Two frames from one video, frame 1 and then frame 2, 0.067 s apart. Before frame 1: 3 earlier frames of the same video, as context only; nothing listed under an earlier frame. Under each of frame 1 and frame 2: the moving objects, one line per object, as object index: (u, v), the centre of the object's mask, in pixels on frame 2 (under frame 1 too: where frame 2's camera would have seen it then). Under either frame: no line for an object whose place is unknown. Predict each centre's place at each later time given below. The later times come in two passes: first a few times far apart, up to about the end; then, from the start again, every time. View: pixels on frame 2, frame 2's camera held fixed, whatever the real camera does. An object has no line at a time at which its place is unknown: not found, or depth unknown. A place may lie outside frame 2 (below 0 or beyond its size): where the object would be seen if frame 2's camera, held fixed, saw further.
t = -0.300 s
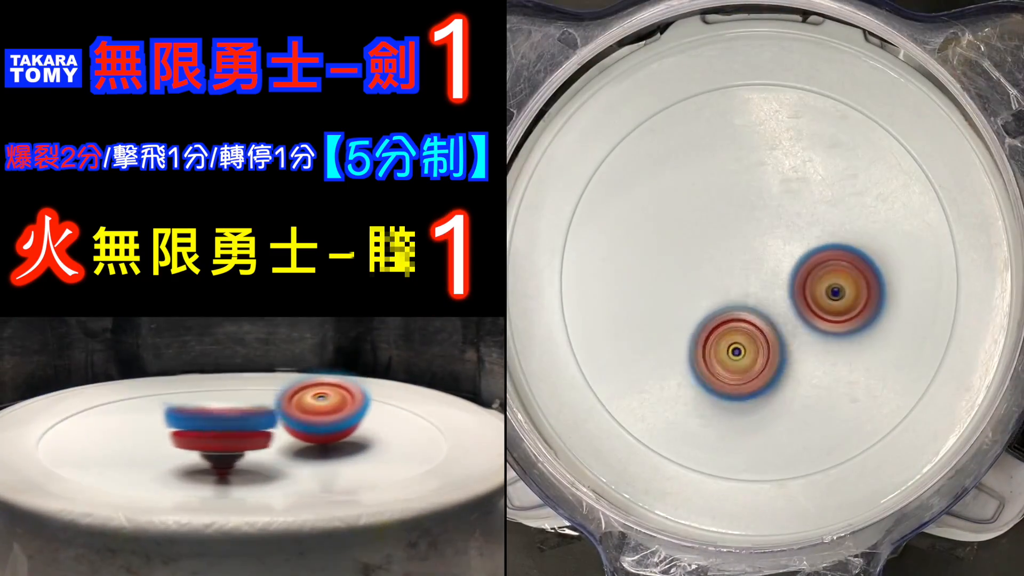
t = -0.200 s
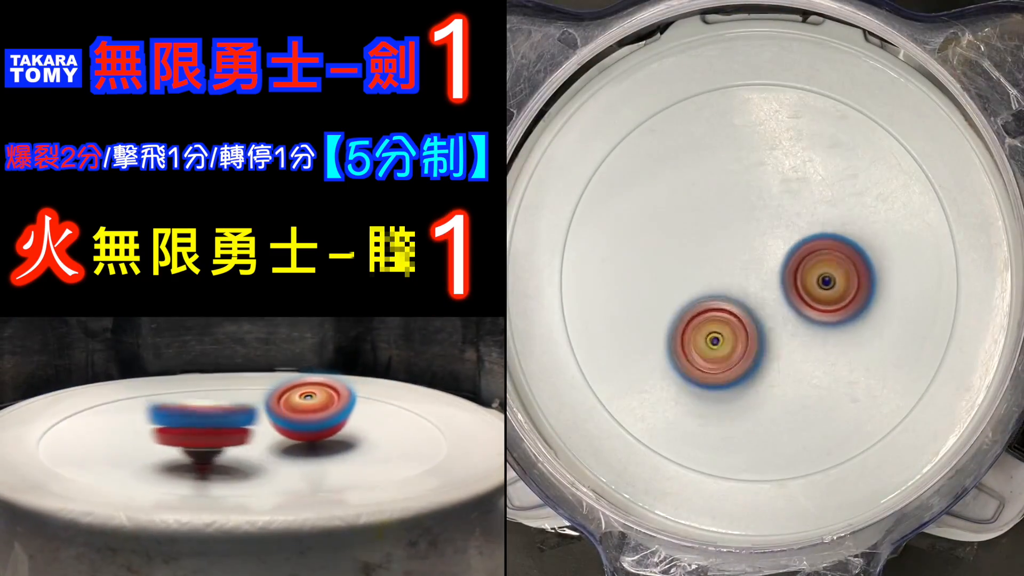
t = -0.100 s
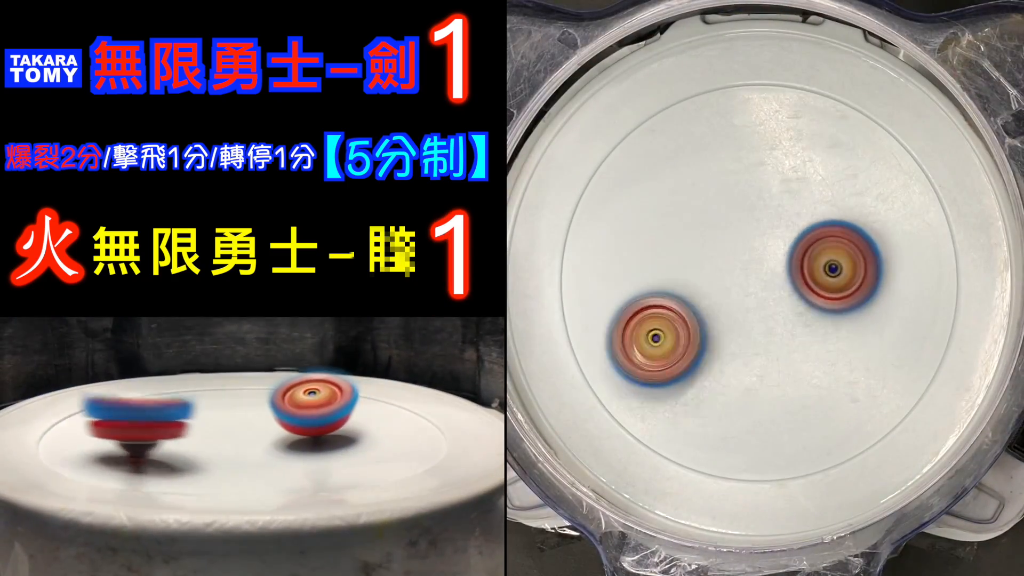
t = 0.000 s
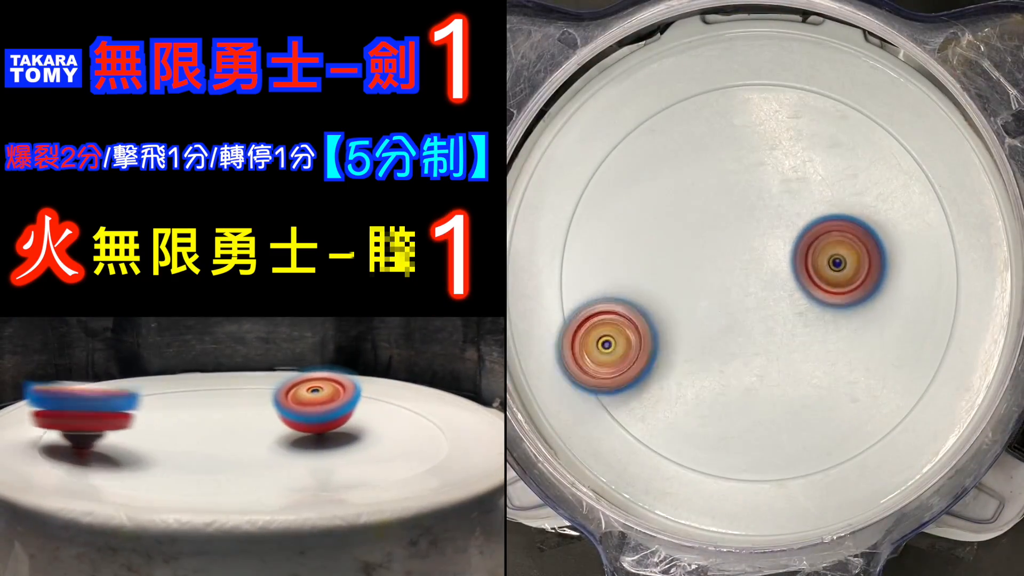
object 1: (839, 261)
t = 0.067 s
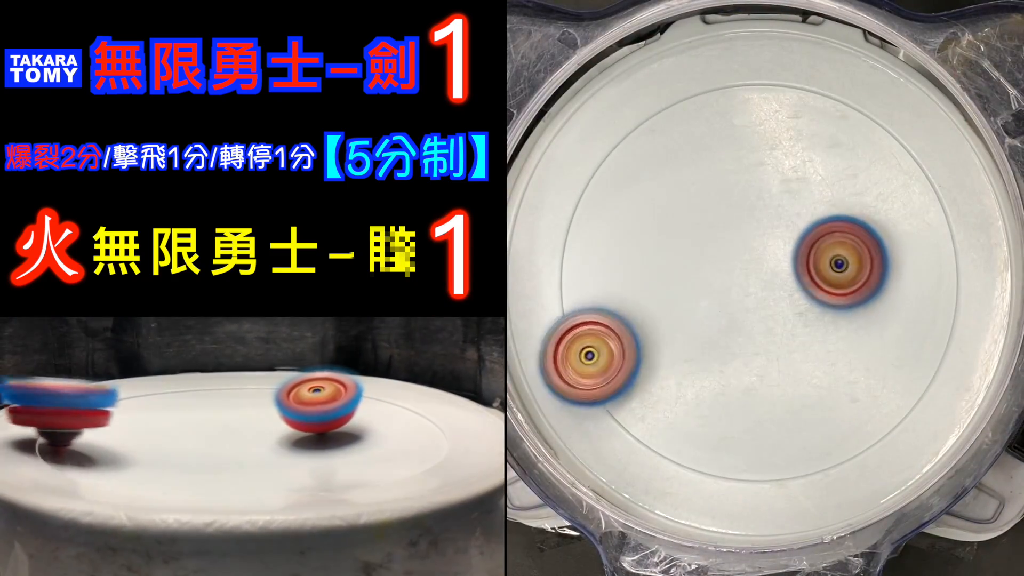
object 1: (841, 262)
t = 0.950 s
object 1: (815, 202)
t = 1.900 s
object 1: (833, 253)
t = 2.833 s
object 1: (716, 80)
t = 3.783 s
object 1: (568, 338)
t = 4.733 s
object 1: (821, 232)
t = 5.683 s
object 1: (885, 413)
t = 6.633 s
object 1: (618, 458)
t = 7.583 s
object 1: (559, 334)
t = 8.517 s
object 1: (707, 192)
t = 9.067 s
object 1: (896, 201)
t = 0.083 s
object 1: (841, 263)
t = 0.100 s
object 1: (841, 264)
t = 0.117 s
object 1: (841, 266)
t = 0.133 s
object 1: (841, 267)
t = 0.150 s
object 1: (841, 269)
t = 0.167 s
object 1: (842, 271)
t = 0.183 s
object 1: (842, 273)
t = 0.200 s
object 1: (842, 276)
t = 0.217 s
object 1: (842, 278)
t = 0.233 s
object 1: (842, 281)
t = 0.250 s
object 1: (842, 284)
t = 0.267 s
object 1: (842, 287)
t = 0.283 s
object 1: (842, 290)
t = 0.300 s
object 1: (841, 293)
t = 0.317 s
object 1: (841, 296)
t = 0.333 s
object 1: (840, 299)
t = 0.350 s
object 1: (840, 301)
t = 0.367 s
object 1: (839, 304)
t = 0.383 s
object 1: (838, 307)
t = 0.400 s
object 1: (837, 309)
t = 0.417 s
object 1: (836, 311)
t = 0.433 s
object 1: (839, 310)
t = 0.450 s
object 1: (851, 301)
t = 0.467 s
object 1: (862, 292)
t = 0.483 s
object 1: (874, 282)
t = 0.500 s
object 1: (885, 273)
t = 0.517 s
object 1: (897, 263)
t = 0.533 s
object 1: (908, 254)
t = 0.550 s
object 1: (919, 244)
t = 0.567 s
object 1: (929, 234)
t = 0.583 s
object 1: (938, 224)
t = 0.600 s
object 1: (941, 215)
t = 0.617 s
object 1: (941, 206)
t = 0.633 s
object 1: (939, 199)
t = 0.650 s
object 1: (938, 192)
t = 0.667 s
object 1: (936, 186)
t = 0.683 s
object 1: (934, 180)
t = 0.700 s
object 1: (931, 175)
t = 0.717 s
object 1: (928, 171)
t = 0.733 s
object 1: (925, 167)
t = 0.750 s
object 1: (922, 165)
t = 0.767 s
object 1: (918, 163)
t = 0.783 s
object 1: (913, 161)
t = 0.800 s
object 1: (905, 161)
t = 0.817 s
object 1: (897, 161)
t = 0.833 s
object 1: (889, 161)
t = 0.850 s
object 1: (879, 163)
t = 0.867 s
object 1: (868, 166)
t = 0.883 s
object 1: (859, 170)
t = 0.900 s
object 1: (848, 176)
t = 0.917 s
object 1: (837, 183)
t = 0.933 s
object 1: (826, 192)
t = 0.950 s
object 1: (815, 202)
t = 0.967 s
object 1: (804, 213)
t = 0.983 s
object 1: (793, 226)
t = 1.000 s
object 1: (782, 240)
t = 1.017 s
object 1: (772, 254)
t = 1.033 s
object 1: (762, 268)
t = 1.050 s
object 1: (753, 283)
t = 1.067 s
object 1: (745, 298)
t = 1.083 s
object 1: (737, 313)
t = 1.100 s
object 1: (730, 329)
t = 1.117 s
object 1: (723, 344)
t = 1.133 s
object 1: (717, 359)
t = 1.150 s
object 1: (711, 374)
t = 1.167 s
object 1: (707, 389)
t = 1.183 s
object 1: (703, 403)
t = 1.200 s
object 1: (699, 417)
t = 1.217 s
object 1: (697, 429)
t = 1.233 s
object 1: (695, 441)
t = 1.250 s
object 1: (694, 452)
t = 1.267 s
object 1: (694, 461)
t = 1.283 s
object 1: (694, 470)
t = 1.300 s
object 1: (695, 477)
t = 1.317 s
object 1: (698, 481)
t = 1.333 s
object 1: (702, 480)
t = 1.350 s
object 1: (707, 476)
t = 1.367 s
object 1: (713, 470)
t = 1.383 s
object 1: (719, 463)
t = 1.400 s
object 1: (725, 456)
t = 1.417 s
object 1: (731, 451)
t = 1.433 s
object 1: (736, 446)
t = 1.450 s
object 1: (741, 441)
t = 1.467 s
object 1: (747, 435)
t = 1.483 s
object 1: (753, 427)
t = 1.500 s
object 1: (759, 419)
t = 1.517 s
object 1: (766, 410)
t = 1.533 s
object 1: (773, 400)
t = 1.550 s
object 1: (780, 390)
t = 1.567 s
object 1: (786, 379)
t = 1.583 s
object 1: (793, 367)
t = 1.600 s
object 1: (799, 356)
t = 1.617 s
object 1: (806, 345)
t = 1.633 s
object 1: (812, 334)
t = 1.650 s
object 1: (818, 323)
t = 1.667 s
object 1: (824, 312)
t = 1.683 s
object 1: (830, 302)
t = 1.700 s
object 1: (835, 292)
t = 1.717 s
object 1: (840, 283)
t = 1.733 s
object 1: (844, 274)
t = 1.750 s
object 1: (847, 267)
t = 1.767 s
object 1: (849, 260)
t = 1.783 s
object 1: (851, 255)
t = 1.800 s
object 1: (852, 251)
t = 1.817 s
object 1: (851, 248)
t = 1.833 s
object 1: (850, 246)
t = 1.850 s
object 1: (847, 246)
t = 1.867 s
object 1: (843, 247)
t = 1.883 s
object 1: (838, 249)
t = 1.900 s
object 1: (833, 253)
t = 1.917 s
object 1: (827, 257)
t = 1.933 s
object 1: (820, 263)
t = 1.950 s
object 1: (813, 270)
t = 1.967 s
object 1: (806, 278)
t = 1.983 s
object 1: (798, 287)
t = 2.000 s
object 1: (790, 297)
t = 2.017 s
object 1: (783, 306)
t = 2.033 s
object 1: (776, 316)
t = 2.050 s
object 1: (768, 326)
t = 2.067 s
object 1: (761, 337)
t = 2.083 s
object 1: (754, 347)
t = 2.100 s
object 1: (747, 357)
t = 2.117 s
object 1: (741, 368)
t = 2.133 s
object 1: (736, 377)
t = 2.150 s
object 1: (731, 386)
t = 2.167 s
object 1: (726, 394)
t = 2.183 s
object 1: (722, 402)
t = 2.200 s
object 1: (718, 410)
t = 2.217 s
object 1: (717, 417)
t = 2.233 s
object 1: (736, 432)
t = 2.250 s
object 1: (755, 449)
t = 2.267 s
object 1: (776, 466)
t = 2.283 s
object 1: (799, 482)
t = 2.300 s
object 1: (818, 492)
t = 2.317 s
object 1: (836, 498)
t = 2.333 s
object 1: (844, 494)
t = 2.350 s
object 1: (847, 483)
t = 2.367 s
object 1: (849, 469)
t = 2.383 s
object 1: (848, 449)
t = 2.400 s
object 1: (847, 428)
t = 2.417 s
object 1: (845, 407)
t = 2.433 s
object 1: (843, 387)
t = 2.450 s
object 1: (840, 366)
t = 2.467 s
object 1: (836, 348)
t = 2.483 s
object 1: (832, 329)
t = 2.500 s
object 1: (827, 312)
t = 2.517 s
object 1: (821, 294)
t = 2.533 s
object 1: (814, 276)
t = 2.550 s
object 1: (806, 260)
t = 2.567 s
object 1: (798, 245)
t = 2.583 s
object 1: (789, 229)
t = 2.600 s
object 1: (788, 210)
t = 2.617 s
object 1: (786, 191)
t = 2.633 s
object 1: (784, 173)
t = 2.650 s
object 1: (782, 155)
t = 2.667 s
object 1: (777, 140)
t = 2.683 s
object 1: (773, 126)
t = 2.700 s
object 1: (768, 112)
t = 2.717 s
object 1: (764, 101)
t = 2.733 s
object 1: (758, 91)
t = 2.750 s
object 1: (751, 82)
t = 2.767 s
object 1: (745, 76)
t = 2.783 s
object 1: (738, 71)
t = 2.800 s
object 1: (731, 70)
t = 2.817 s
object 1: (723, 74)
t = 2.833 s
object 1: (716, 80)
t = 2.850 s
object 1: (709, 87)
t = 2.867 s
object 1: (701, 97)
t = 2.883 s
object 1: (694, 107)
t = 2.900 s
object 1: (685, 119)
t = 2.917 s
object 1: (677, 132)
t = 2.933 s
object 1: (669, 147)
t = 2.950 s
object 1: (662, 162)
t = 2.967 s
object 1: (666, 172)
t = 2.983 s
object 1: (680, 177)
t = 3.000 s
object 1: (695, 183)
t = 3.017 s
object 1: (709, 189)
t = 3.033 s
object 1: (723, 197)
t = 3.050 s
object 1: (737, 204)
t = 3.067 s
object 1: (750, 213)
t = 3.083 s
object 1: (763, 222)
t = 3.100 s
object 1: (775, 231)
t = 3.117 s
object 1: (787, 240)
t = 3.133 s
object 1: (796, 250)
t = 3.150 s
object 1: (806, 258)
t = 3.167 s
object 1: (814, 267)
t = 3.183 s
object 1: (822, 275)
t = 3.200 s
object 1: (829, 283)
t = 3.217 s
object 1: (834, 290)
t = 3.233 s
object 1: (839, 297)
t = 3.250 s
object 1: (842, 303)
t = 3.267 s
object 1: (845, 307)
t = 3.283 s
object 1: (847, 312)
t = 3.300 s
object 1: (848, 314)
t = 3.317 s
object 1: (849, 316)
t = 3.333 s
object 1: (847, 317)
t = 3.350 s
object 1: (847, 316)
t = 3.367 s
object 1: (844, 316)
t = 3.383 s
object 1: (842, 313)
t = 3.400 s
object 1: (838, 310)
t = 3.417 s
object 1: (833, 306)
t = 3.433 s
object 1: (829, 301)
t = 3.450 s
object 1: (822, 295)
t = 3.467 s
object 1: (816, 288)
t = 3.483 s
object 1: (808, 281)
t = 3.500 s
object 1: (799, 273)
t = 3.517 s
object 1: (789, 267)
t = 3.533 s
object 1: (778, 259)
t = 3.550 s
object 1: (766, 252)
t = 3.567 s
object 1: (753, 246)
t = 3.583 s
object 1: (740, 240)
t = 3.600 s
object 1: (727, 237)
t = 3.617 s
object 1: (707, 235)
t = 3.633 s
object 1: (674, 239)
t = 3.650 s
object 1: (640, 246)
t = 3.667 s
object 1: (608, 253)
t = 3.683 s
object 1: (579, 263)
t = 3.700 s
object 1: (551, 273)
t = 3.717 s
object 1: (540, 283)
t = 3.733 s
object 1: (539, 297)
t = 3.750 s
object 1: (545, 311)
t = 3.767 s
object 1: (553, 324)
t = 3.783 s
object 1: (568, 338)
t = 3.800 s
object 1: (583, 352)
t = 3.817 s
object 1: (598, 363)
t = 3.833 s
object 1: (615, 377)
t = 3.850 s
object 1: (633, 390)
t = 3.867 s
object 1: (650, 402)
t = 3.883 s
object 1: (670, 414)
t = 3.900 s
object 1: (691, 427)
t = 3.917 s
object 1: (713, 439)
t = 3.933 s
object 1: (736, 448)
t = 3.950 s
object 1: (761, 455)
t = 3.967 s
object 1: (787, 459)
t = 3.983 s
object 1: (813, 462)
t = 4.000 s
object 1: (838, 461)
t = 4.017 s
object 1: (861, 449)
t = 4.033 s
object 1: (884, 435)
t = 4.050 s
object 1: (904, 421)
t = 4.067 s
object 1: (927, 408)
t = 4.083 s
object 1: (945, 394)
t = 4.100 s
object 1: (959, 375)
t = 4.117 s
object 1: (966, 354)
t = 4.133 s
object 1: (969, 330)
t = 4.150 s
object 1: (977, 308)
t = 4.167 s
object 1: (981, 289)
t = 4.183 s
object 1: (977, 264)
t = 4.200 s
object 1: (970, 242)
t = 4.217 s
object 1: (958, 220)
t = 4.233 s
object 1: (942, 196)
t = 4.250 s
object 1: (926, 174)
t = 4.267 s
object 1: (908, 154)
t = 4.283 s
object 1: (893, 136)
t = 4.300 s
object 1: (876, 120)
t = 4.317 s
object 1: (859, 106)
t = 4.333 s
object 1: (836, 93)
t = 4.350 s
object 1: (811, 87)
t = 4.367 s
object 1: (786, 82)
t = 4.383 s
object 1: (758, 79)
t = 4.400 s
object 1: (735, 80)
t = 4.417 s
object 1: (715, 85)
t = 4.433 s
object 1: (696, 91)
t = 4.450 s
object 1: (676, 100)
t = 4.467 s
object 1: (655, 111)
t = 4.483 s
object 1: (635, 123)
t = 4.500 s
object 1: (616, 140)
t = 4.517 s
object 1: (601, 160)
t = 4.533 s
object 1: (606, 171)
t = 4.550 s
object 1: (627, 173)
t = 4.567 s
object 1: (648, 177)
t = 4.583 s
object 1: (668, 182)
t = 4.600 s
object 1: (688, 188)
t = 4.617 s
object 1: (706, 194)
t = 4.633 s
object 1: (724, 201)
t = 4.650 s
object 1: (741, 208)
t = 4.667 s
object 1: (759, 214)
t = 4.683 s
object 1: (775, 219)
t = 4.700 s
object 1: (791, 224)
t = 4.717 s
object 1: (806, 228)
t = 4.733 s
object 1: (821, 232)
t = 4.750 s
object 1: (835, 235)
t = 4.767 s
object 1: (848, 237)
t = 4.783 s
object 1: (861, 239)
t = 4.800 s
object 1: (872, 241)
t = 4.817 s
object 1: (883, 242)
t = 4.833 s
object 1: (893, 243)
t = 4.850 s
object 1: (902, 244)
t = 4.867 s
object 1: (910, 244)
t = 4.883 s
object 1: (916, 243)
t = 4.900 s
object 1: (922, 242)
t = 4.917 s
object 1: (927, 240)
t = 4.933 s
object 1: (930, 238)
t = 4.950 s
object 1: (932, 236)
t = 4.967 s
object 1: (934, 233)
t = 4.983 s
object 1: (934, 230)
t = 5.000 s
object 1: (934, 226)
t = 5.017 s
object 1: (932, 222)
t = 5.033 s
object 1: (929, 218)
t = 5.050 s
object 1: (925, 214)
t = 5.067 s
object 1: (921, 209)
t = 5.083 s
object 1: (916, 205)
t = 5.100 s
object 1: (911, 200)
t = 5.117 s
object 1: (905, 196)
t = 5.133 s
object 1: (898, 191)
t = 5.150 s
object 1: (890, 185)
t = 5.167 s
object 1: (883, 180)
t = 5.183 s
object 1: (875, 175)
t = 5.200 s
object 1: (867, 169)
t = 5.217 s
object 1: (858, 163)
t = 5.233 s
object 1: (848, 158)
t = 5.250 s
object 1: (838, 155)
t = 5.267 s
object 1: (826, 154)
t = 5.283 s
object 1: (814, 154)
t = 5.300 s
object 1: (802, 156)
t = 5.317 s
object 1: (789, 160)
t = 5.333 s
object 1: (777, 165)
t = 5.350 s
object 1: (765, 172)
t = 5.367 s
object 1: (753, 181)
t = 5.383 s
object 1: (742, 191)
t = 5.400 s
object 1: (733, 203)
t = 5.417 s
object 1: (729, 218)
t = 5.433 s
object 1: (733, 232)
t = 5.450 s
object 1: (738, 247)
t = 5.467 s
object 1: (743, 263)
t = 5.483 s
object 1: (750, 280)
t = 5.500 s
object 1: (759, 295)
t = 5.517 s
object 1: (767, 310)
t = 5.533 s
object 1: (777, 325)
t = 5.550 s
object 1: (788, 339)
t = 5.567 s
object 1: (799, 351)
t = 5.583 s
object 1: (810, 363)
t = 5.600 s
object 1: (821, 374)
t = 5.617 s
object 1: (834, 385)
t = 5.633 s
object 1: (847, 394)
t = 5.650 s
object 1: (859, 402)
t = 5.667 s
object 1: (872, 408)
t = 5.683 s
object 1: (885, 413)
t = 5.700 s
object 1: (896, 416)
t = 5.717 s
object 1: (902, 416)
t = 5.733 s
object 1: (908, 413)
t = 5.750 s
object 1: (913, 409)
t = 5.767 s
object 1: (918, 404)
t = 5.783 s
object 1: (922, 399)
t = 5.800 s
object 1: (925, 393)
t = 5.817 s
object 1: (928, 388)
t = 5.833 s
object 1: (931, 383)
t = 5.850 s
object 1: (934, 378)
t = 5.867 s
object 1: (937, 374)
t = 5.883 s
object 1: (940, 368)
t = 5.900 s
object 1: (942, 362)
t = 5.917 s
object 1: (944, 357)
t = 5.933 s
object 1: (945, 353)
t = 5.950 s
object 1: (946, 349)
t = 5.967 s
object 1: (948, 345)
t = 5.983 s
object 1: (949, 341)
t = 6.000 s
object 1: (950, 336)
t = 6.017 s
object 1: (951, 332)
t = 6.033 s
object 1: (951, 328)
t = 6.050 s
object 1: (950, 324)
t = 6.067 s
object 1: (949, 319)
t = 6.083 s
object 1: (947, 313)
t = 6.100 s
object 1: (944, 306)
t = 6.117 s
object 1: (937, 298)
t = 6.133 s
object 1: (930, 291)
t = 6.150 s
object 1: (921, 283)
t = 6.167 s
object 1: (909, 277)
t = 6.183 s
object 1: (897, 272)
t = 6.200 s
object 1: (884, 265)
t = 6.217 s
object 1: (868, 262)
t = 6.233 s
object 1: (851, 260)
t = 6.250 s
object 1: (835, 258)
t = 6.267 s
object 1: (818, 259)
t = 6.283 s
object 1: (802, 260)
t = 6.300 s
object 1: (786, 261)
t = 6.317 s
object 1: (768, 264)
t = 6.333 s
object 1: (752, 269)
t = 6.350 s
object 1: (736, 272)
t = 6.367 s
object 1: (721, 278)
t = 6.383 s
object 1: (707, 284)
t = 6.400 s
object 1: (694, 289)
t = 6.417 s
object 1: (680, 297)
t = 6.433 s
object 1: (668, 305)
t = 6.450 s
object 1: (655, 316)
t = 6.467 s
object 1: (640, 333)
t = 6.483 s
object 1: (629, 346)
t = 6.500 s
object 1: (619, 363)
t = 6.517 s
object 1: (611, 378)
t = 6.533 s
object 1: (604, 395)
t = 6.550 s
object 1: (599, 410)
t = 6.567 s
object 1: (600, 421)
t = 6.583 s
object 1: (601, 433)
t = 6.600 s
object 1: (606, 443)
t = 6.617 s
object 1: (610, 452)
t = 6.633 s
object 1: (618, 458)
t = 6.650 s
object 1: (626, 462)
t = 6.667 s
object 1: (638, 466)
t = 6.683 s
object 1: (648, 470)
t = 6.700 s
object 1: (659, 472)
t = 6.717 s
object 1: (670, 474)
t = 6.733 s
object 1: (679, 476)
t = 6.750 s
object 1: (691, 478)
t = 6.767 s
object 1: (702, 478)
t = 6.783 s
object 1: (713, 479)
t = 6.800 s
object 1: (722, 480)
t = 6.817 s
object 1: (733, 479)
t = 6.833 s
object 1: (743, 478)
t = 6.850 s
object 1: (756, 474)
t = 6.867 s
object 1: (767, 470)
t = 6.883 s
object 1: (781, 464)
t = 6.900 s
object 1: (794, 455)
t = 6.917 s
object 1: (807, 444)
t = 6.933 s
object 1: (818, 431)
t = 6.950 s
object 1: (831, 417)
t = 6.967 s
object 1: (839, 402)
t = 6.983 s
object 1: (843, 387)
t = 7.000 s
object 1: (842, 380)
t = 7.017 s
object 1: (841, 370)
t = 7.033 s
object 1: (837, 360)
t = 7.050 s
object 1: (832, 349)
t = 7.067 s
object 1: (827, 338)
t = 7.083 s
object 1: (820, 325)
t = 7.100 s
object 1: (812, 313)
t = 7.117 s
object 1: (802, 301)
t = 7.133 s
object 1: (794, 290)
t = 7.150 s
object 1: (782, 279)
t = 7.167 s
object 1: (770, 269)
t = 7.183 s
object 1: (759, 261)
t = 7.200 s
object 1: (748, 251)
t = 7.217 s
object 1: (735, 244)
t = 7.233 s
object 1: (723, 238)
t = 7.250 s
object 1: (712, 232)
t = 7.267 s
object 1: (698, 228)
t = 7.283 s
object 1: (686, 225)
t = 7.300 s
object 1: (674, 224)
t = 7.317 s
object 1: (662, 222)
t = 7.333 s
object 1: (649, 224)
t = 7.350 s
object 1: (638, 227)
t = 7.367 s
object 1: (628, 229)
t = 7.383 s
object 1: (616, 234)
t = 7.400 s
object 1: (606, 239)
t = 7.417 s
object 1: (598, 245)
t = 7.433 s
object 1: (587, 251)
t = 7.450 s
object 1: (580, 259)
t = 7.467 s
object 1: (573, 267)
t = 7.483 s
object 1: (566, 274)
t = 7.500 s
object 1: (564, 283)
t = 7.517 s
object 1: (565, 293)
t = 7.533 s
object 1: (570, 302)
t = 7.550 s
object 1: (571, 311)
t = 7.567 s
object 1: (564, 322)
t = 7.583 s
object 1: (559, 334)
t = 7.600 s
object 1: (555, 348)
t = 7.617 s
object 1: (553, 359)
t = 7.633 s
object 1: (553, 370)
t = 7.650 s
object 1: (554, 380)
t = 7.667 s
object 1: (560, 384)
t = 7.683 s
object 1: (572, 388)
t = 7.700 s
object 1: (583, 390)
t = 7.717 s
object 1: (595, 390)
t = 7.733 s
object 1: (608, 389)
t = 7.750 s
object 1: (624, 391)
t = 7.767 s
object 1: (639, 390)
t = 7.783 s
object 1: (655, 386)
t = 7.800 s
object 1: (673, 381)
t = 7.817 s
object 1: (688, 376)
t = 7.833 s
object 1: (704, 370)
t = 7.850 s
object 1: (720, 360)
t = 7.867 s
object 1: (734, 351)
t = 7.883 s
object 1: (749, 341)
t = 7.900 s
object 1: (761, 329)
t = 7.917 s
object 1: (772, 317)
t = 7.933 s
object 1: (783, 304)
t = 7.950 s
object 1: (791, 291)
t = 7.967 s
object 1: (799, 278)
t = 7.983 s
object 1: (805, 263)
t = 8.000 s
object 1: (810, 250)
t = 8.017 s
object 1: (816, 236)
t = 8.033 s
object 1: (818, 222)
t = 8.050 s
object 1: (821, 209)
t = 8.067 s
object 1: (823, 194)
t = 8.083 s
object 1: (822, 182)
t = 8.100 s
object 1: (823, 170)
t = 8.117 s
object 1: (820, 157)
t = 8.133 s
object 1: (819, 146)
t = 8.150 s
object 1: (816, 136)
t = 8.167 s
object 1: (811, 126)
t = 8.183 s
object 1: (807, 118)
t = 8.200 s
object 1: (803, 108)
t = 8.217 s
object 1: (797, 101)
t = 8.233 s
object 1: (791, 94)
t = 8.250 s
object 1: (784, 87)
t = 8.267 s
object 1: (778, 86)
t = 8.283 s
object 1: (770, 90)
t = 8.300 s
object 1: (761, 96)
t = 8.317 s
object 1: (753, 102)
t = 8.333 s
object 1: (744, 108)
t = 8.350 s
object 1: (737, 115)
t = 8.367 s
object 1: (730, 122)
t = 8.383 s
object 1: (723, 129)
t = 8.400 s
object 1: (718, 136)
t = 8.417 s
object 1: (712, 141)
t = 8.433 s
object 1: (710, 149)
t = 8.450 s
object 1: (708, 155)
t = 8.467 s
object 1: (705, 164)
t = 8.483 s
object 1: (705, 173)
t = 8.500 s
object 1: (705, 181)
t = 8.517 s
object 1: (707, 192)
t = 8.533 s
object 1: (711, 201)
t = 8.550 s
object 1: (714, 212)
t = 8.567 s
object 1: (719, 223)
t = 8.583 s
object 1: (726, 232)
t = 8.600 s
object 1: (734, 243)
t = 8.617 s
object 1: (742, 251)
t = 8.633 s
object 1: (751, 261)
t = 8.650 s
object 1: (761, 268)
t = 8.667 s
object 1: (771, 275)
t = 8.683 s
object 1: (782, 282)
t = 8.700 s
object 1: (793, 287)
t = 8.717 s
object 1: (804, 292)
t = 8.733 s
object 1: (816, 296)
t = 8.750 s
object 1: (825, 298)
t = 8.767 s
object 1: (838, 300)
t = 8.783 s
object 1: (848, 300)
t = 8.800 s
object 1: (859, 301)
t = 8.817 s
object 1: (869, 299)
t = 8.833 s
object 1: (877, 297)
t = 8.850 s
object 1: (887, 293)
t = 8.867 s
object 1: (894, 289)
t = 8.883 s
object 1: (903, 284)
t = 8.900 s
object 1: (908, 278)
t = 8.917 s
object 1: (913, 273)
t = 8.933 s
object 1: (917, 264)
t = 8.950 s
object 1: (919, 257)
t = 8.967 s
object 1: (922, 249)
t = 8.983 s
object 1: (921, 241)
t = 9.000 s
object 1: (920, 233)
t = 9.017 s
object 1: (916, 224)
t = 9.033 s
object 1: (911, 216)
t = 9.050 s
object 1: (905, 207)
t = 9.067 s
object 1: (896, 201)
